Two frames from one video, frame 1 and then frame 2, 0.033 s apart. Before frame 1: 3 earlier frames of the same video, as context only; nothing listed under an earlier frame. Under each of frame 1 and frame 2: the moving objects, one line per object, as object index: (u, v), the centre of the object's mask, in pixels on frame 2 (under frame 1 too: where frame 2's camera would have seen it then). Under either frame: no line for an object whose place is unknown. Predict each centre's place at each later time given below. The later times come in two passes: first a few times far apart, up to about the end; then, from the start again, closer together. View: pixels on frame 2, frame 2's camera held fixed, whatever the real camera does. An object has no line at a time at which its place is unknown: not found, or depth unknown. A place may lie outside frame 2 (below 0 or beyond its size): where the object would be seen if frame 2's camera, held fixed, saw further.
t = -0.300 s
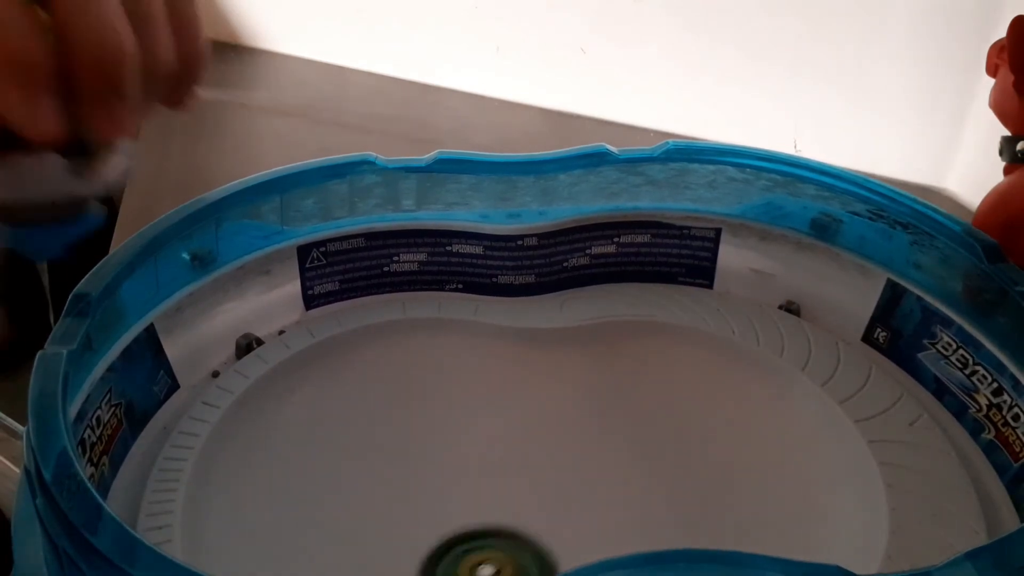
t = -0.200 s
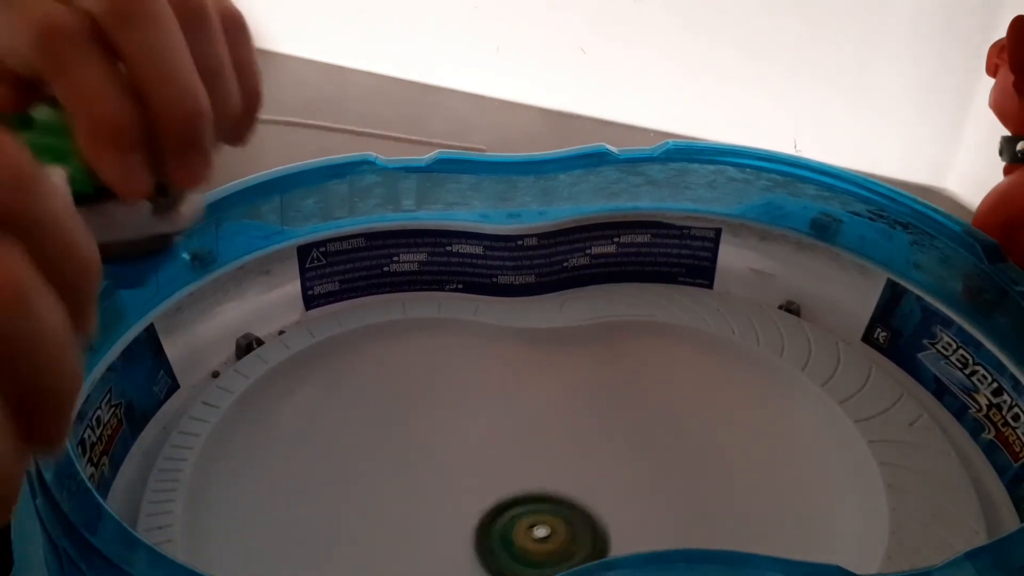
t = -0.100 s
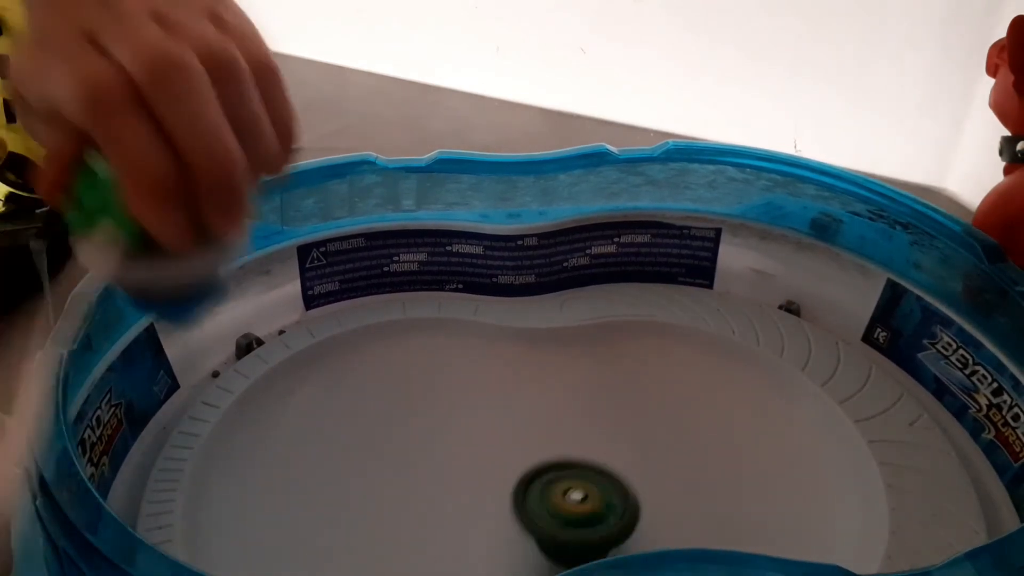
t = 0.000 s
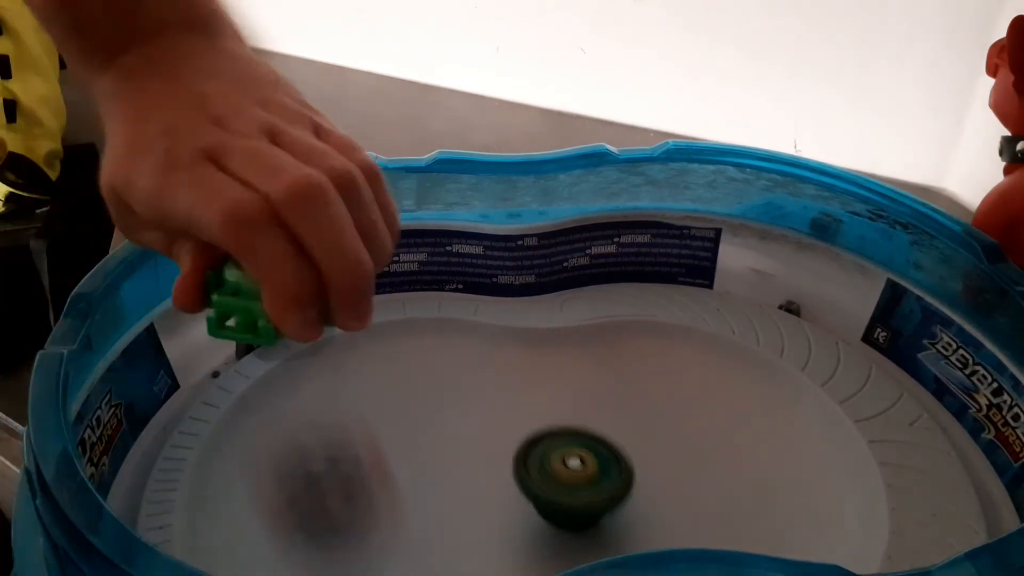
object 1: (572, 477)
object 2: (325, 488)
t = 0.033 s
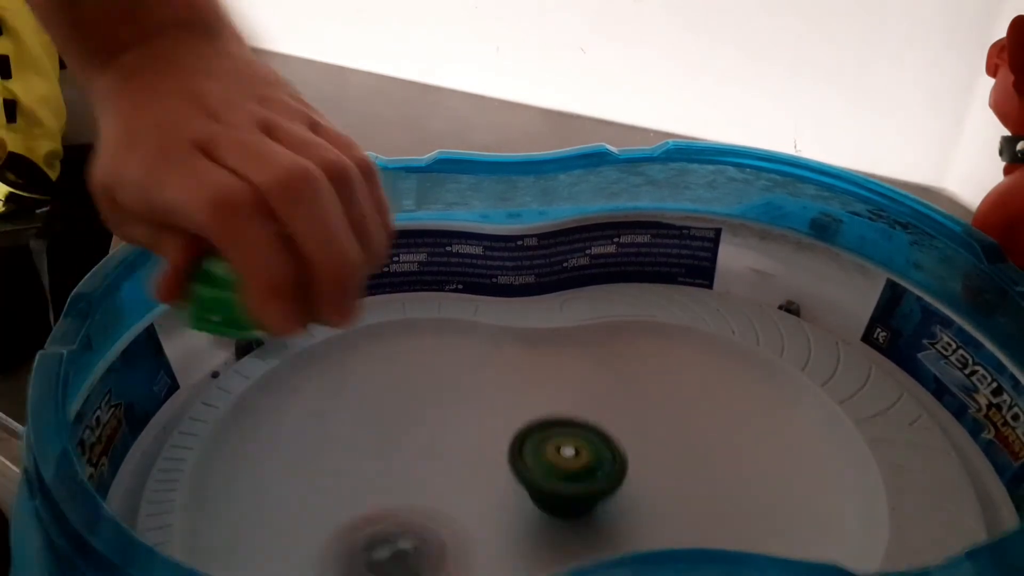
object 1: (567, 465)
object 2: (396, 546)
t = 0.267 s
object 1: (477, 400)
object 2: (874, 429)
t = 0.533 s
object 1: (310, 441)
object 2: (595, 263)
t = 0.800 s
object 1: (457, 541)
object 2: (223, 523)
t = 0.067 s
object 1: (564, 445)
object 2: (469, 536)
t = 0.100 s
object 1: (558, 435)
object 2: (553, 525)
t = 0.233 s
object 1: (502, 405)
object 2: (862, 482)
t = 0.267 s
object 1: (477, 400)
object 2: (874, 429)
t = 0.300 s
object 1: (452, 394)
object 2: (849, 370)
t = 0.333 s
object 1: (429, 389)
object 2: (815, 332)
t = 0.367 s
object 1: (405, 386)
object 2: (792, 305)
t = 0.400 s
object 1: (379, 388)
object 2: (755, 276)
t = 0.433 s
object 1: (354, 396)
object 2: (716, 264)
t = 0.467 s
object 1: (338, 405)
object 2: (676, 261)
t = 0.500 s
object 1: (323, 421)
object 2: (638, 259)
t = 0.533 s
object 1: (310, 441)
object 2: (595, 263)
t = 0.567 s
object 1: (304, 465)
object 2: (557, 277)
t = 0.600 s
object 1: (306, 487)
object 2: (522, 293)
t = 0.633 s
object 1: (319, 511)
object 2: (485, 335)
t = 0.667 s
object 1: (337, 528)
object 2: (439, 392)
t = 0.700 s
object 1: (358, 537)
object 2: (375, 425)
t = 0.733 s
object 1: (391, 542)
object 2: (308, 461)
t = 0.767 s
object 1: (424, 544)
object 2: (242, 508)
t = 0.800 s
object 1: (457, 541)
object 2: (223, 523)
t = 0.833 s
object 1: (485, 535)
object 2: (241, 535)
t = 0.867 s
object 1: (510, 528)
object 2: (268, 558)
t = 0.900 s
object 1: (535, 520)
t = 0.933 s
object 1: (565, 507)
